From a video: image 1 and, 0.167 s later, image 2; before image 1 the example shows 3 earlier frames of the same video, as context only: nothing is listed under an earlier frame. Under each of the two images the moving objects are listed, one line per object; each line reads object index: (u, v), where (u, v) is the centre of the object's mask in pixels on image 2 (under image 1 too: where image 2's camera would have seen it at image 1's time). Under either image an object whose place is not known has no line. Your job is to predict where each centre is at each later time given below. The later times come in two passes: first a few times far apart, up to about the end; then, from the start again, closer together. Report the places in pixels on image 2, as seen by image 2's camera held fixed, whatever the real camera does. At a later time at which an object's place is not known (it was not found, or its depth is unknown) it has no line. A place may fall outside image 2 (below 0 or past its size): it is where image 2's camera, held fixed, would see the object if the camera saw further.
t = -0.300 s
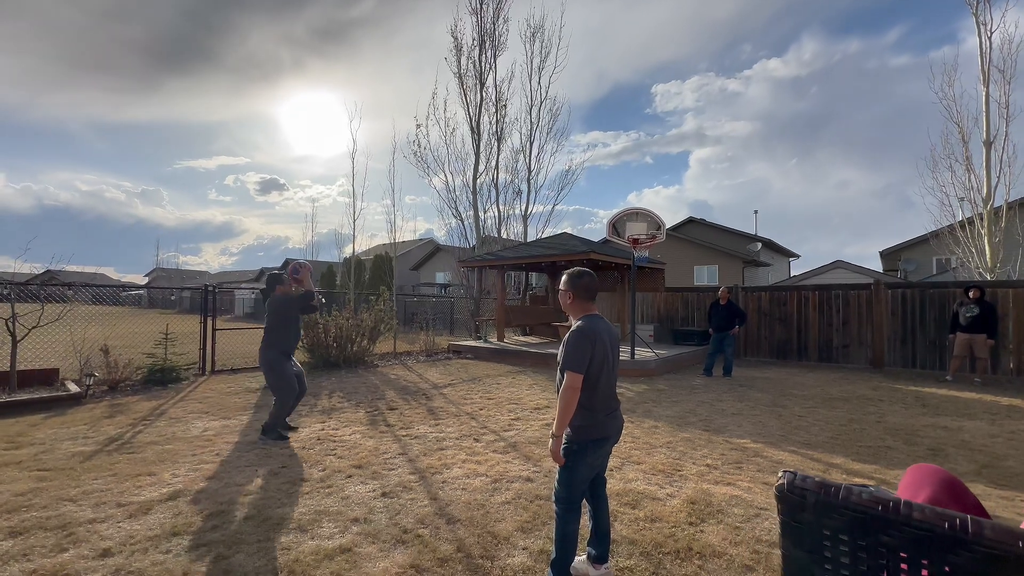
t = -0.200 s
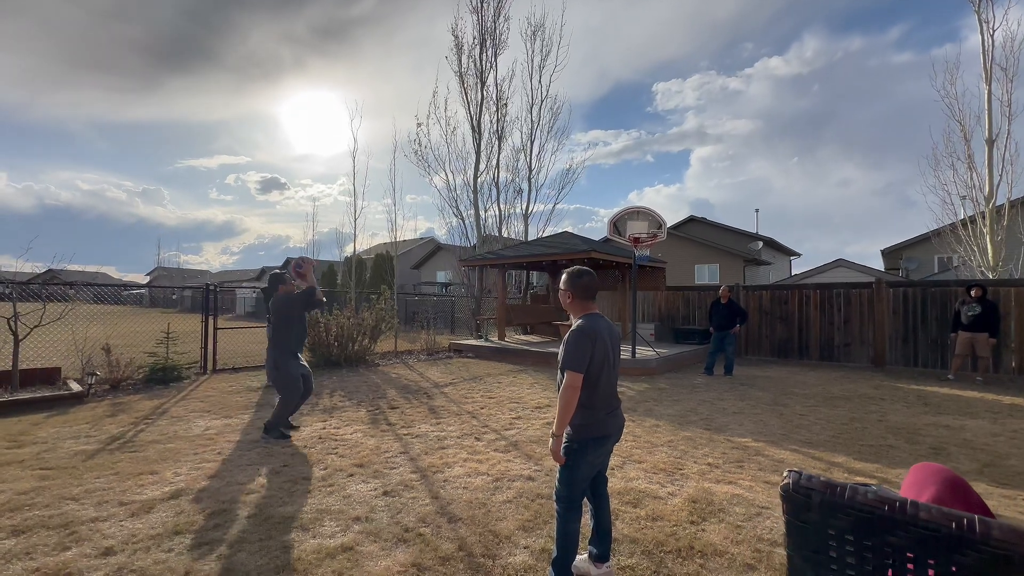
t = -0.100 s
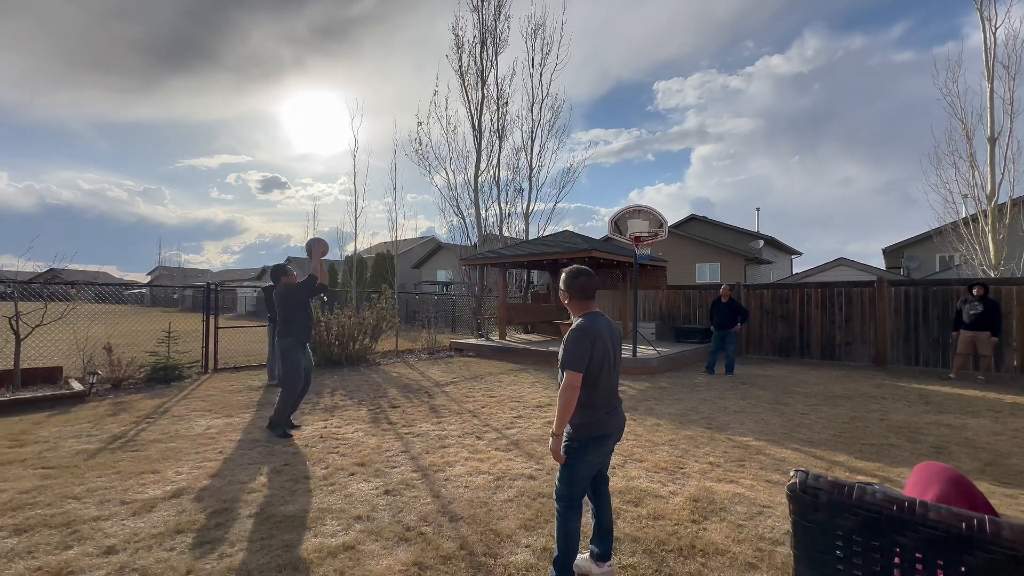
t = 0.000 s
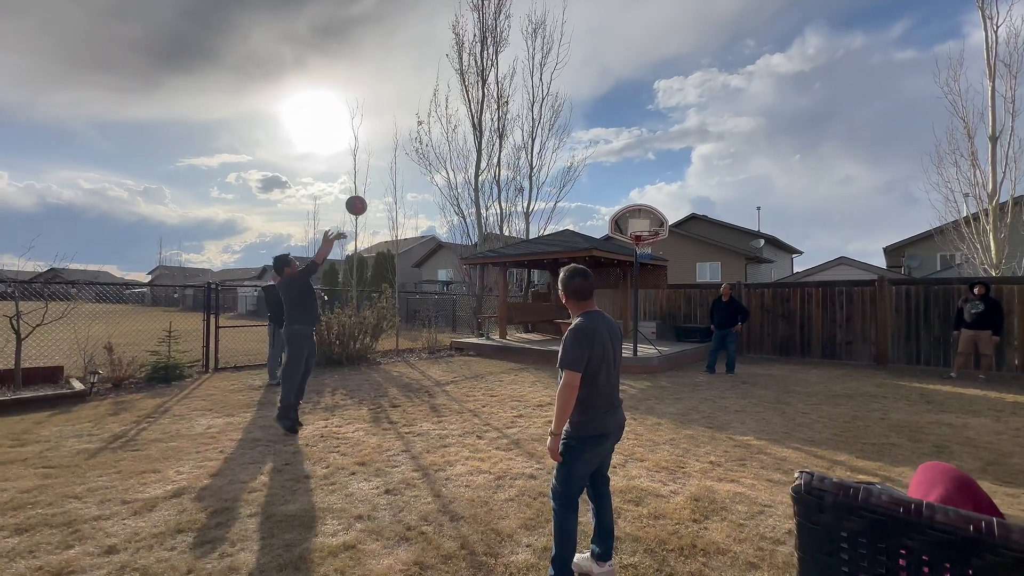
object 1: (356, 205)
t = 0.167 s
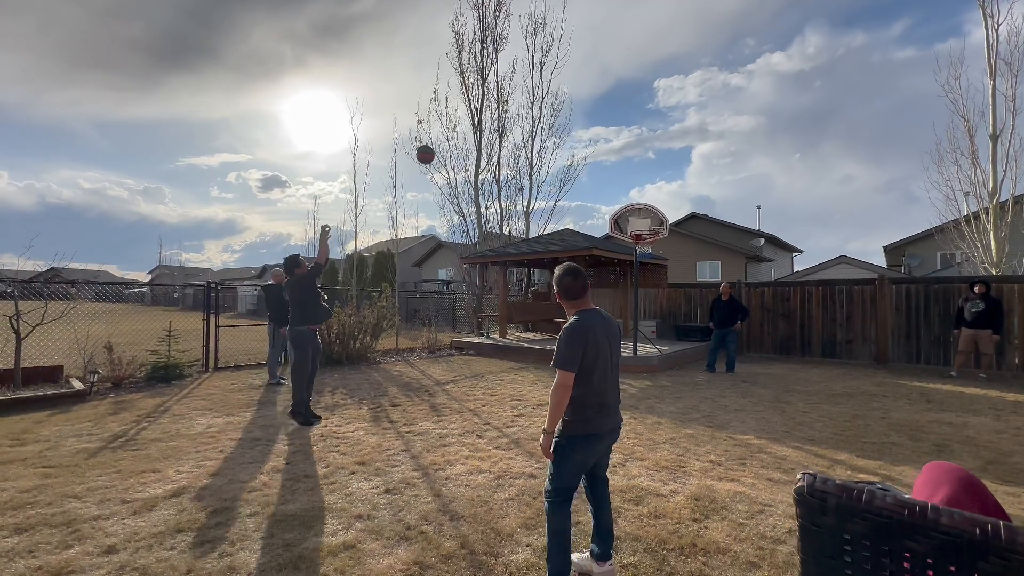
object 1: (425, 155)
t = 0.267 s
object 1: (461, 139)
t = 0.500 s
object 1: (531, 134)
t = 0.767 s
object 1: (595, 169)
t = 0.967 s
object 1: (634, 217)
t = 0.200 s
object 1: (438, 148)
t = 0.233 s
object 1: (449, 143)
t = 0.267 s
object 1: (461, 139)
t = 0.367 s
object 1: (493, 132)
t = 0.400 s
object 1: (503, 131)
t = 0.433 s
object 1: (513, 132)
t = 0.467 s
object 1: (522, 133)
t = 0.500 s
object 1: (531, 134)
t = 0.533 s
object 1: (540, 137)
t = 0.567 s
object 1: (548, 140)
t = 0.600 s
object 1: (557, 143)
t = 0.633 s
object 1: (565, 147)
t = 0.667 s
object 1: (573, 152)
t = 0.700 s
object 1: (580, 157)
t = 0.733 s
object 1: (588, 163)
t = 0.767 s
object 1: (595, 169)
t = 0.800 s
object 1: (602, 176)
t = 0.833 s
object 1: (609, 184)
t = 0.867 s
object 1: (615, 191)
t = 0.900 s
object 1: (621, 199)
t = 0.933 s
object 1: (628, 208)
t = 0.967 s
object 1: (634, 217)
